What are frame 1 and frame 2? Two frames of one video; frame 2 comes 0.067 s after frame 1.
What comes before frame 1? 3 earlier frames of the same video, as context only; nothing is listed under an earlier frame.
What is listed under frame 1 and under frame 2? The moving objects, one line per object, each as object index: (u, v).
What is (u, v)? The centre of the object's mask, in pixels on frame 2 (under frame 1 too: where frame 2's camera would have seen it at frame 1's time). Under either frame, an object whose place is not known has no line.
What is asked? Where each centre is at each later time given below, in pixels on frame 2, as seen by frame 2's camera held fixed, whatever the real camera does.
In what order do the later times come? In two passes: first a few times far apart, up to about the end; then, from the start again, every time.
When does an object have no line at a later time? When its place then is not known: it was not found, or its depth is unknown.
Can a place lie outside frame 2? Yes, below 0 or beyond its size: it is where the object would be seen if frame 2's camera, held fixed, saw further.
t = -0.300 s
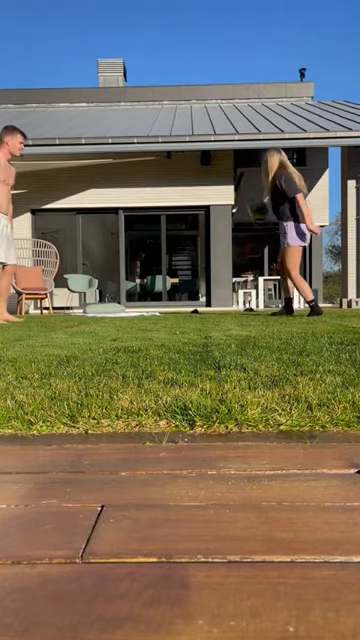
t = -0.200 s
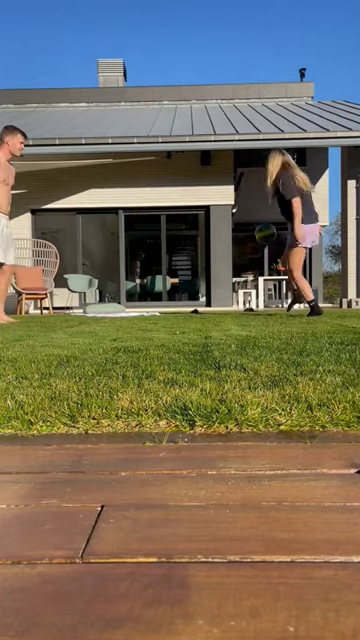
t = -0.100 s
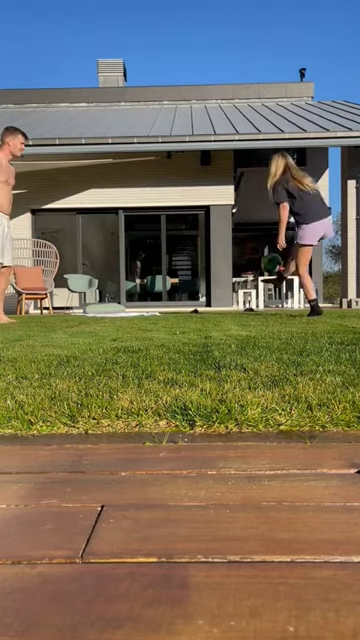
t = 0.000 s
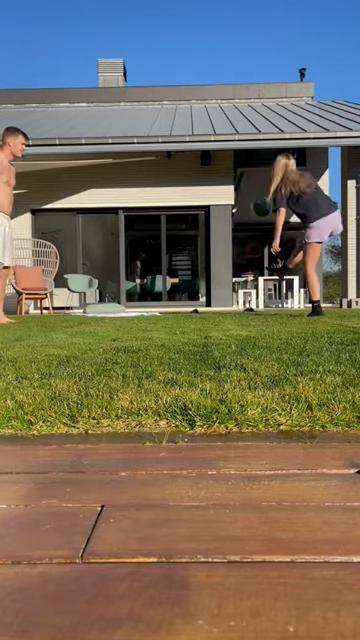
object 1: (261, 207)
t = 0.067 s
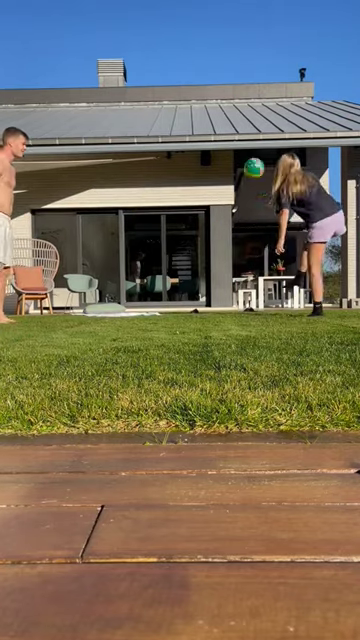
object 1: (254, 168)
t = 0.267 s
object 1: (235, 82)
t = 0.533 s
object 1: (216, 29)
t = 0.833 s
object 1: (198, 43)
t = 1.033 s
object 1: (188, 91)
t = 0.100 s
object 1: (250, 151)
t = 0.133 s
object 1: (247, 134)
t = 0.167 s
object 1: (244, 120)
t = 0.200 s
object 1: (241, 106)
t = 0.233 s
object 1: (238, 93)
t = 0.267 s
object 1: (235, 82)
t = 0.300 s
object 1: (233, 71)
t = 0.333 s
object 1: (230, 62)
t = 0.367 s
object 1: (227, 54)
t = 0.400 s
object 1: (225, 47)
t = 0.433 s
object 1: (223, 41)
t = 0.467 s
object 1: (220, 36)
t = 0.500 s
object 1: (218, 32)
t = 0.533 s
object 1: (216, 29)
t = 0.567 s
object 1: (214, 27)
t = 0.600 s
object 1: (212, 26)
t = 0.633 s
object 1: (210, 25)
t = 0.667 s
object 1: (208, 26)
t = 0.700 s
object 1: (206, 28)
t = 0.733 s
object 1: (204, 30)
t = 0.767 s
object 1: (201, 34)
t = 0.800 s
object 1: (200, 38)
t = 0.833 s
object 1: (198, 43)
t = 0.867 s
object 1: (196, 49)
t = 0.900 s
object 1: (195, 57)
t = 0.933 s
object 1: (193, 63)
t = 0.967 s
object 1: (192, 73)
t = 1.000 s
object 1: (190, 81)
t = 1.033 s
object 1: (188, 91)
